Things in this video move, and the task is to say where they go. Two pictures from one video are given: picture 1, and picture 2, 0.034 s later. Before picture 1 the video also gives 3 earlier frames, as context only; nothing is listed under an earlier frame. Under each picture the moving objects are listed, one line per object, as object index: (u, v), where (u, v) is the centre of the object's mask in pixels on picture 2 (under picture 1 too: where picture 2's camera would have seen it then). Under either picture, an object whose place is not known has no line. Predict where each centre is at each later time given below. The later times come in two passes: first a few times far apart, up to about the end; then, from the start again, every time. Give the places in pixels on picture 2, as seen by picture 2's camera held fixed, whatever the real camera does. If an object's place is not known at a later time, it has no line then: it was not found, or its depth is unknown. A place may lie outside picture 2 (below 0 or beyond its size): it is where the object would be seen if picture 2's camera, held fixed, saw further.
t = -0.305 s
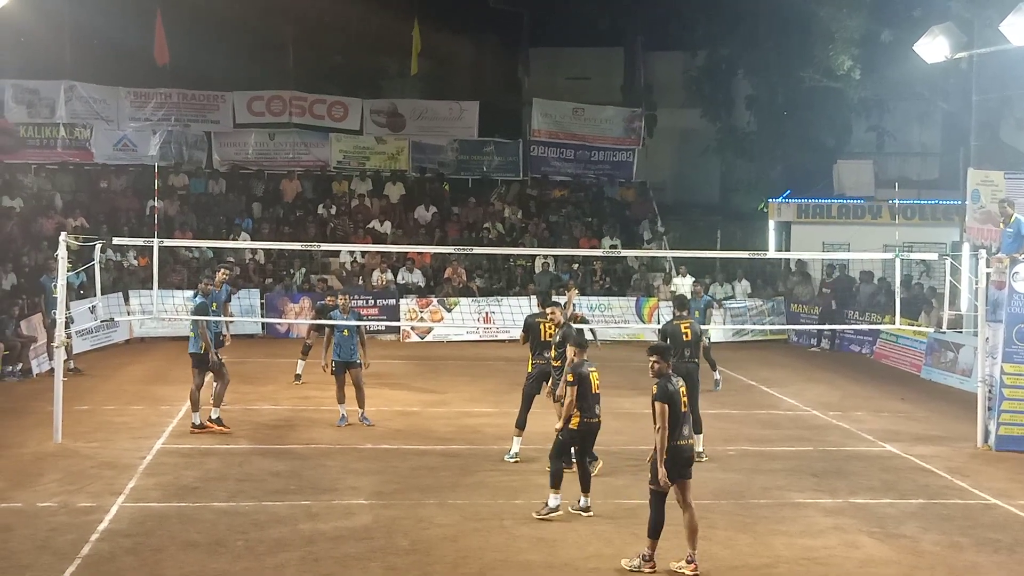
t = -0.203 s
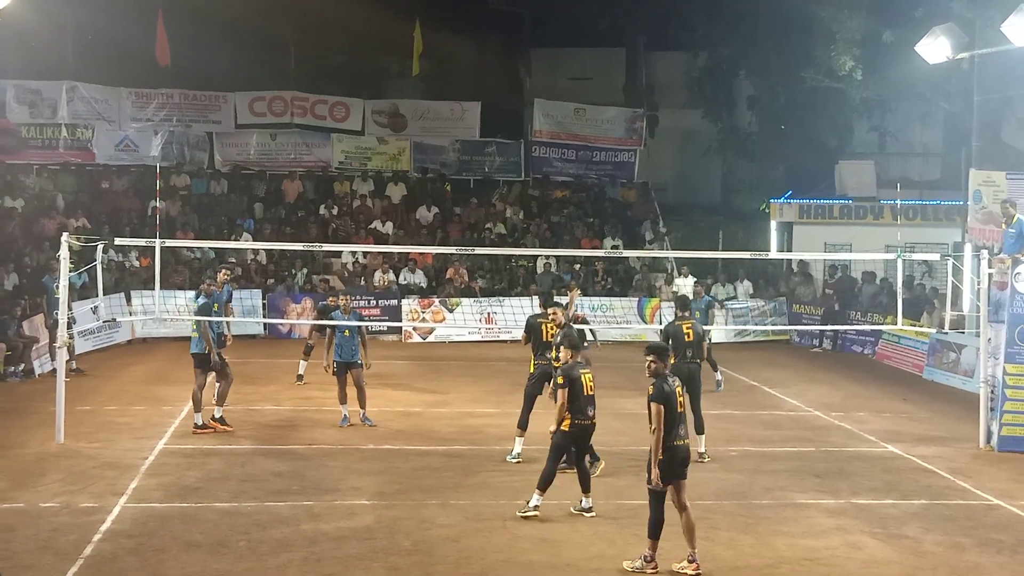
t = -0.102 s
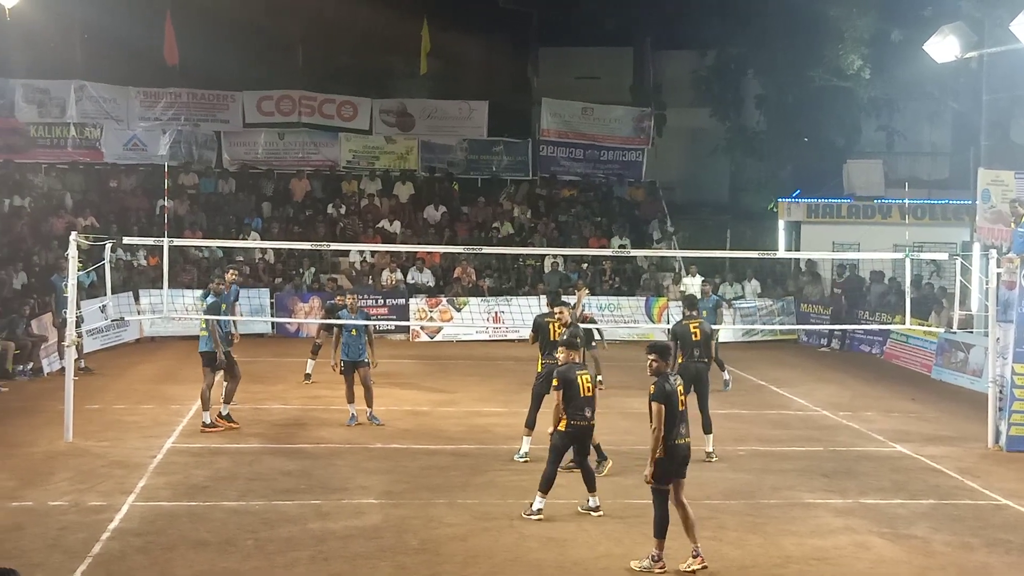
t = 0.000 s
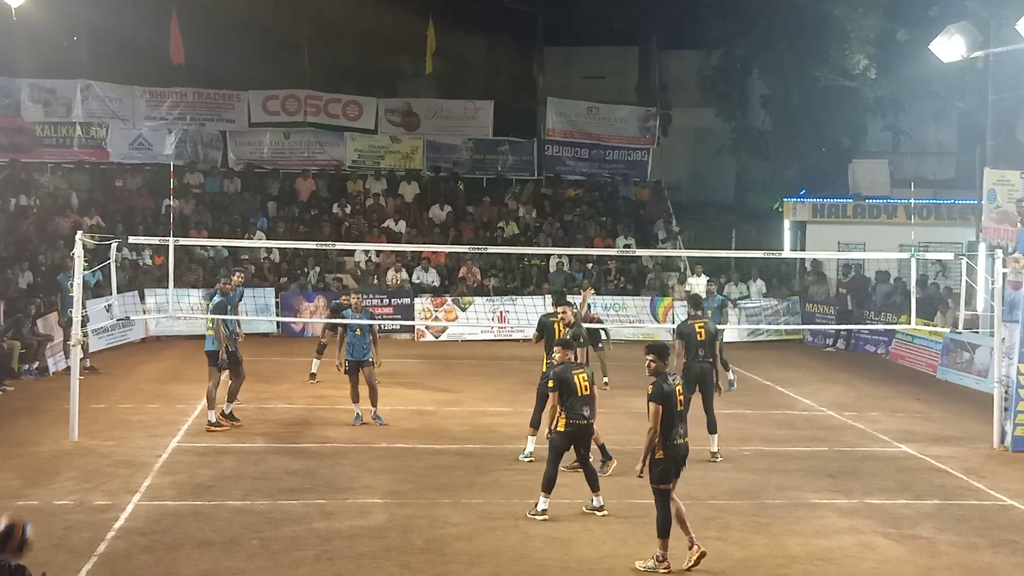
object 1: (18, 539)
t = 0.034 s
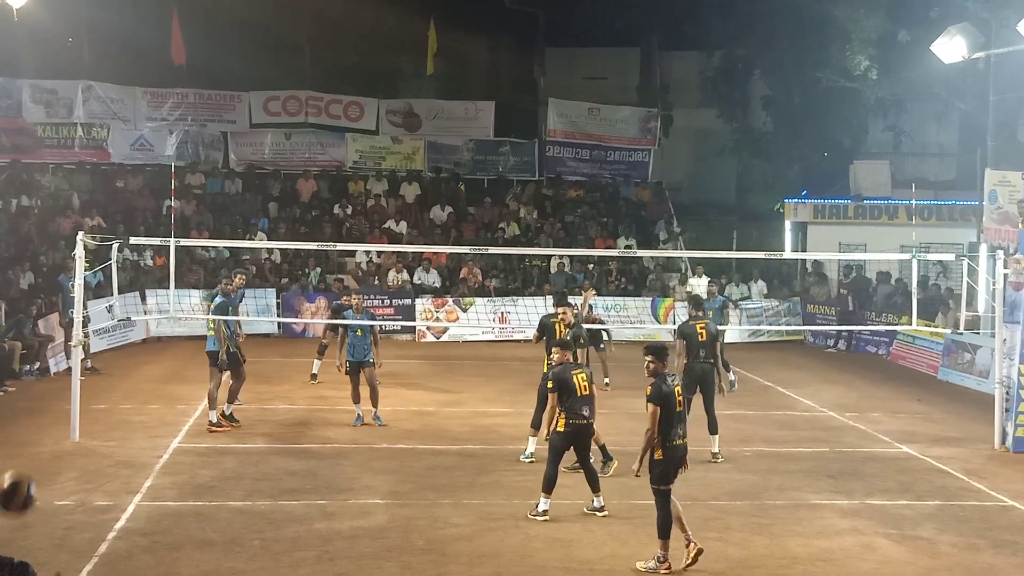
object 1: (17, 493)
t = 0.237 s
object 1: (33, 294)
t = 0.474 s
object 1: (49, 173)
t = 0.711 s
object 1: (61, 158)
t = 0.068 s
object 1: (19, 453)
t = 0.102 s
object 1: (22, 416)
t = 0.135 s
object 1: (24, 381)
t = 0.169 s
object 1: (23, 347)
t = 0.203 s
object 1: (28, 316)
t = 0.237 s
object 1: (33, 294)
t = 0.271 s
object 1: (36, 270)
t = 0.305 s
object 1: (39, 246)
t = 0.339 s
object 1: (41, 227)
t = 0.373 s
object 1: (44, 211)
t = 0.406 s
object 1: (46, 193)
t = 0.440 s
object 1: (48, 182)
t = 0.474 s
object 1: (49, 173)
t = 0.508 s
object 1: (51, 165)
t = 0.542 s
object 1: (53, 159)
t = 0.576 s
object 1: (54, 156)
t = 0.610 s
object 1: (56, 154)
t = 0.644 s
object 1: (58, 153)
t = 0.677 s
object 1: (59, 154)
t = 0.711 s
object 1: (61, 158)
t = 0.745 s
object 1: (64, 163)
